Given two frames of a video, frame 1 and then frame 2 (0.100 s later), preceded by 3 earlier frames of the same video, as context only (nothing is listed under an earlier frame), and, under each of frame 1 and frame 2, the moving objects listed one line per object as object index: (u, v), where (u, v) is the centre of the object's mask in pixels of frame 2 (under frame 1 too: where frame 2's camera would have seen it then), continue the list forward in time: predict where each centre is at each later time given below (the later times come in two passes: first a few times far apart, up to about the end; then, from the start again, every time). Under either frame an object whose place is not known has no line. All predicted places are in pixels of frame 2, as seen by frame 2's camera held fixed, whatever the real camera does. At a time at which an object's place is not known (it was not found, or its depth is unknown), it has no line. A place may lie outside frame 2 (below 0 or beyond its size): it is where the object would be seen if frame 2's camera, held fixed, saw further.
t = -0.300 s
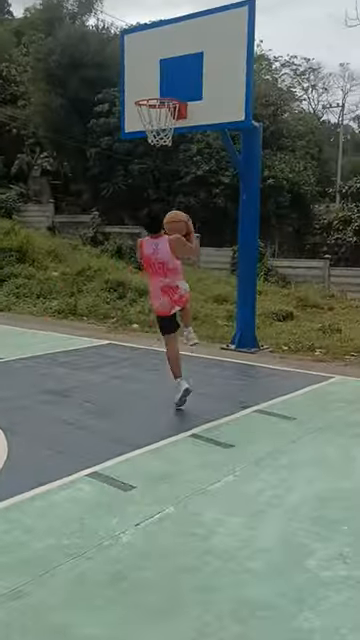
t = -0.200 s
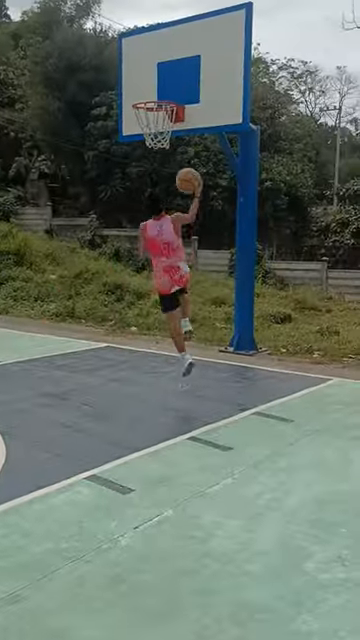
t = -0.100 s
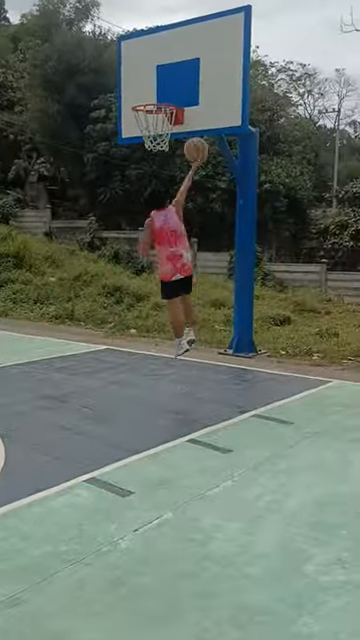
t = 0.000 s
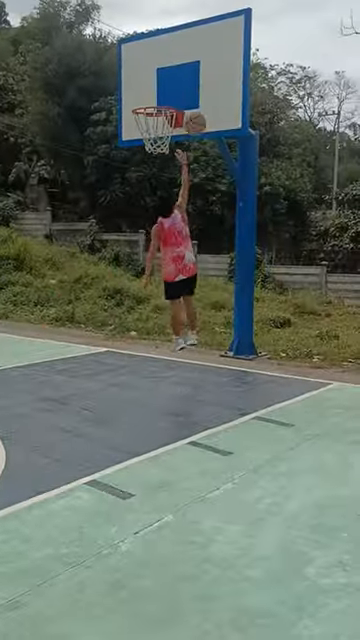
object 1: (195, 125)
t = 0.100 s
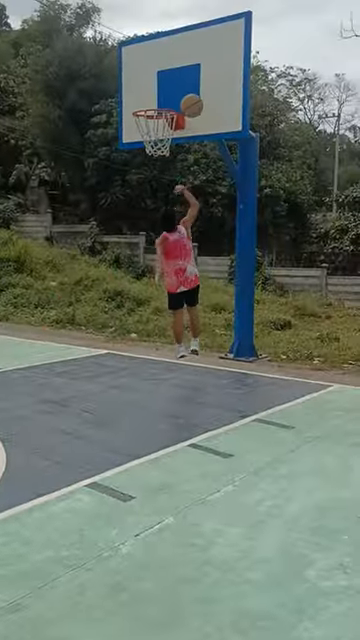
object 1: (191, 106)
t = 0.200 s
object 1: (189, 97)
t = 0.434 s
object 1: (165, 90)
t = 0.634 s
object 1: (148, 118)
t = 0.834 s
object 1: (170, 168)
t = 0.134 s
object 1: (191, 102)
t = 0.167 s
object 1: (190, 99)
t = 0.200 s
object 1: (189, 97)
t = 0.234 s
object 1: (189, 96)
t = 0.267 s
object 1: (185, 92)
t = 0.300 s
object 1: (181, 90)
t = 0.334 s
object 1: (177, 89)
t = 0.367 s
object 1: (173, 88)
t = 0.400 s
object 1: (169, 88)
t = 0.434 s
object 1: (165, 90)
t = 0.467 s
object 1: (161, 92)
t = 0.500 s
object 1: (157, 96)
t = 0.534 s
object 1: (152, 99)
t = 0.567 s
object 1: (148, 103)
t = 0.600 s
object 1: (146, 113)
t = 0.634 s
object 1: (148, 118)
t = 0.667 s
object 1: (154, 126)
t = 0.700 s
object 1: (157, 130)
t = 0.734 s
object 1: (161, 134)
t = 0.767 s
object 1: (165, 149)
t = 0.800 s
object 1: (168, 158)
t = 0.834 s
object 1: (170, 168)
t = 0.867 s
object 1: (173, 179)
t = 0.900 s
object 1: (175, 190)
